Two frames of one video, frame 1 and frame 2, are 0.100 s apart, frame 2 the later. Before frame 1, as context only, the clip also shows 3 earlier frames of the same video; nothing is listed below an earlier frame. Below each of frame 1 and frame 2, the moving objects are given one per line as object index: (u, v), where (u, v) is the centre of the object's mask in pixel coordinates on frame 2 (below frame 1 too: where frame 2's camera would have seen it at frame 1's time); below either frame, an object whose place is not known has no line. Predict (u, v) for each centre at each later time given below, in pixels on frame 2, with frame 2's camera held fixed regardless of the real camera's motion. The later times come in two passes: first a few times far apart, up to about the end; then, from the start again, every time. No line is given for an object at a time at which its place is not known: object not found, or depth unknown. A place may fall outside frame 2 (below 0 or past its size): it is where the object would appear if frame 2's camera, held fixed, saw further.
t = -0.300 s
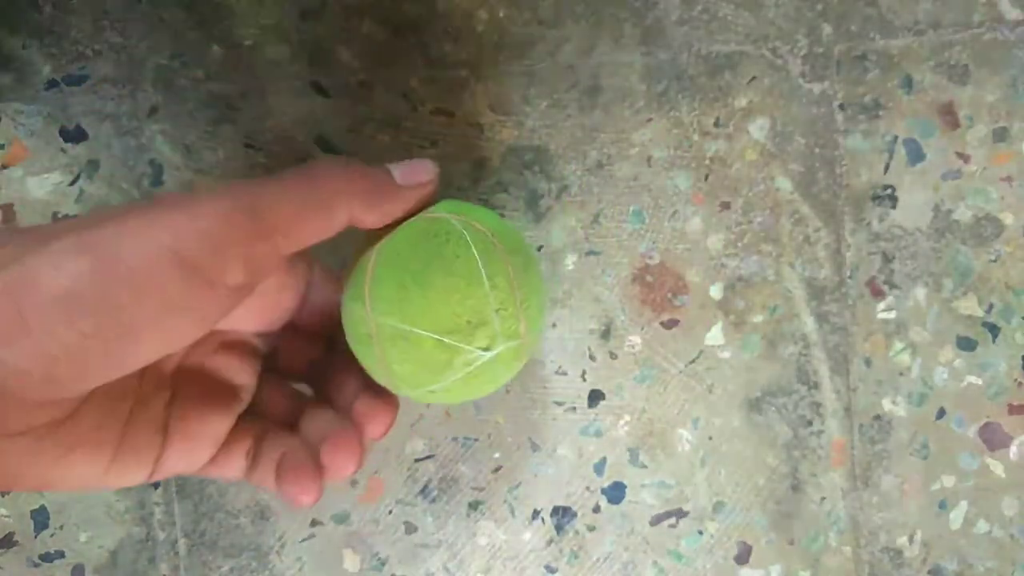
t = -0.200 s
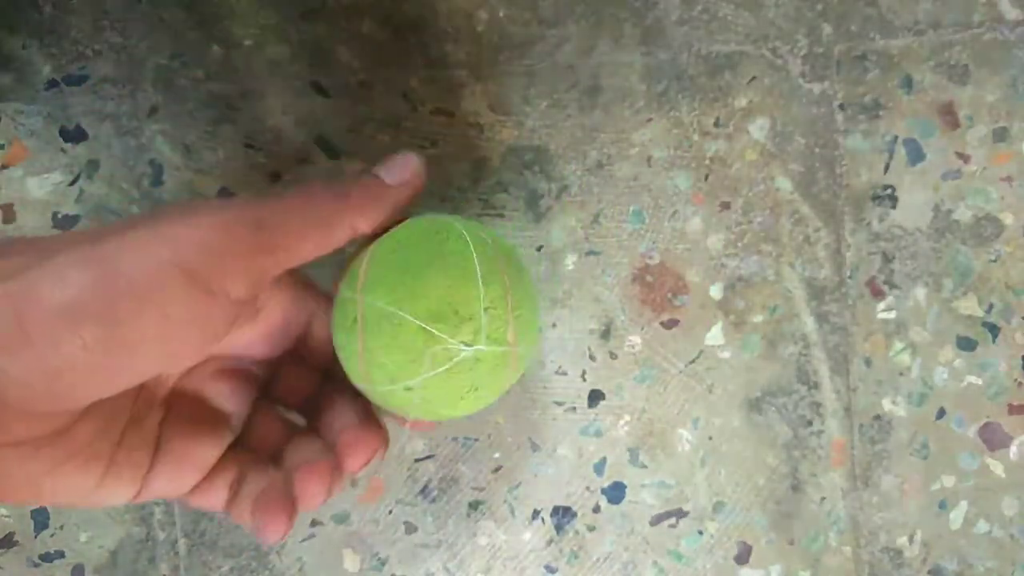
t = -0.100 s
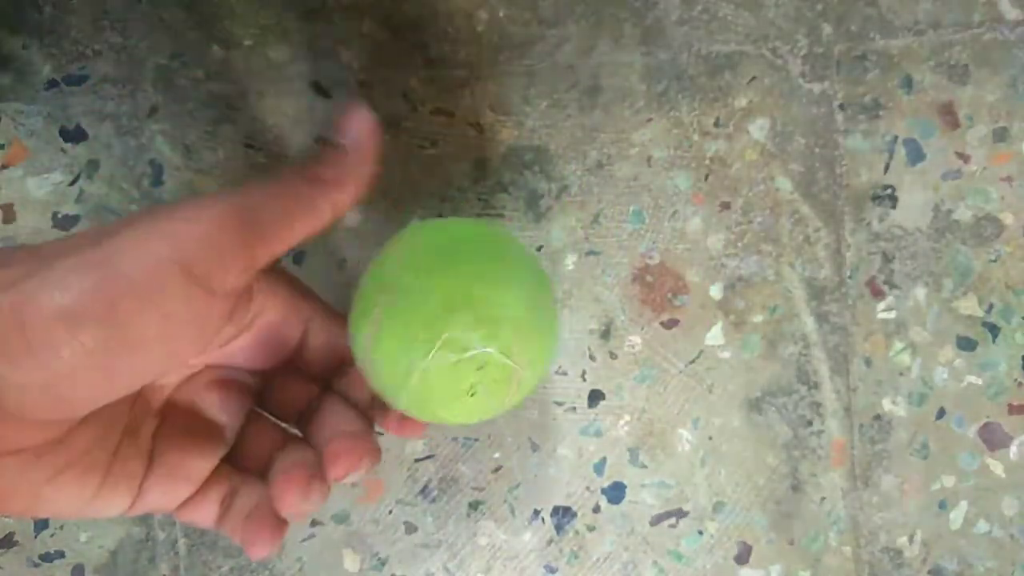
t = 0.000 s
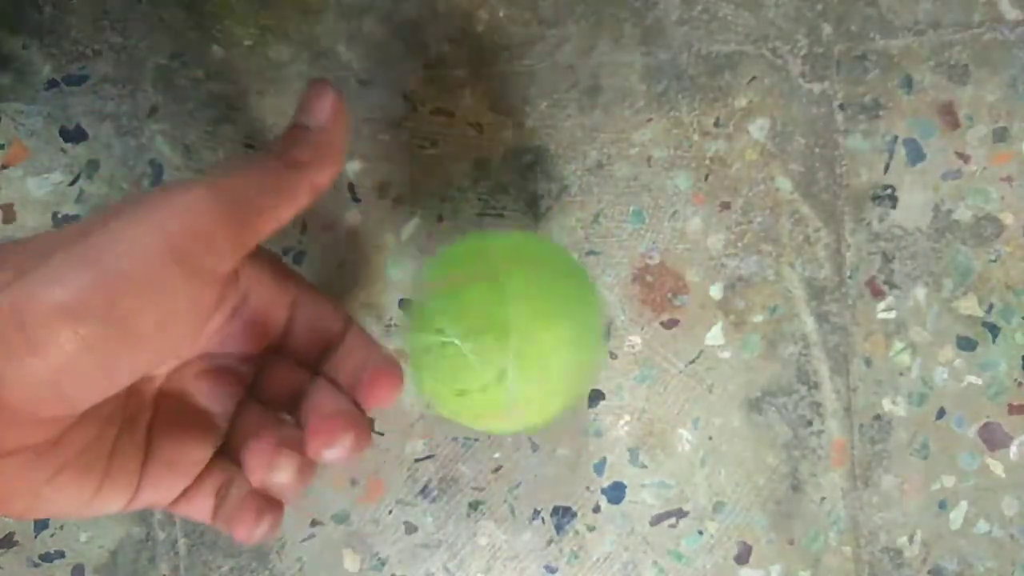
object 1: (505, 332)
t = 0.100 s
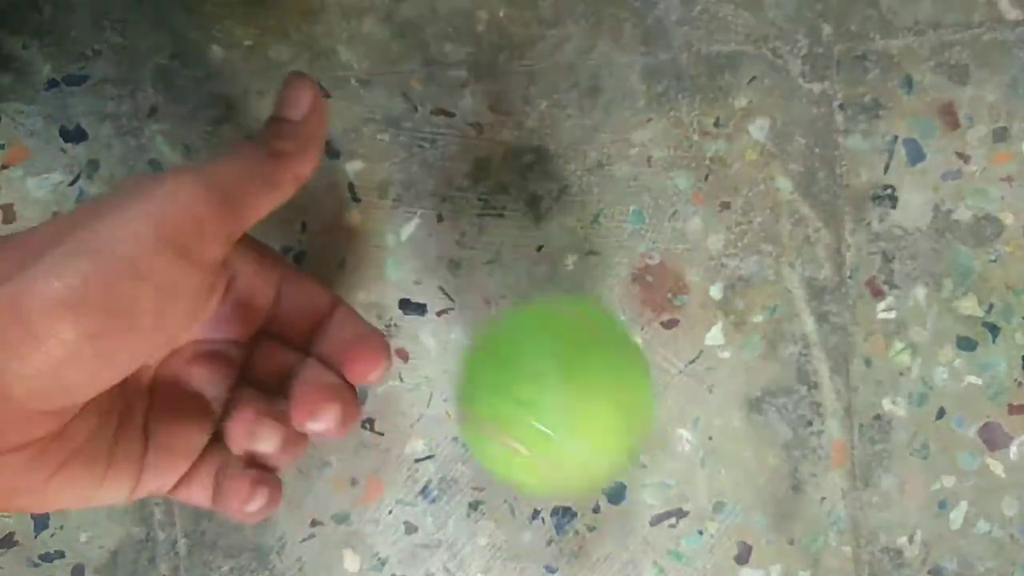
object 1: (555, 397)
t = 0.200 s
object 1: (575, 483)
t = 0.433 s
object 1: (529, 519)
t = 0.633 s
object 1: (527, 429)
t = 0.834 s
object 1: (582, 399)
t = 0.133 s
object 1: (567, 426)
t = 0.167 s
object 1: (572, 456)
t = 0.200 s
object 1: (575, 483)
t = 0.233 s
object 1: (573, 499)
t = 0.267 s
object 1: (571, 510)
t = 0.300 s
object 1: (565, 519)
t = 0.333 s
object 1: (558, 523)
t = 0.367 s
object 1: (550, 525)
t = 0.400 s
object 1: (538, 523)
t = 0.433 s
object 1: (529, 519)
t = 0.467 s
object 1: (522, 512)
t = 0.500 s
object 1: (517, 502)
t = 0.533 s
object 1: (515, 490)
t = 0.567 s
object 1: (516, 475)
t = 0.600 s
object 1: (520, 452)
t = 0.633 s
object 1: (527, 429)
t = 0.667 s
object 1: (536, 411)
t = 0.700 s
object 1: (547, 398)
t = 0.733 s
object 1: (557, 391)
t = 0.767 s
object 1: (567, 388)
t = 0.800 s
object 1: (576, 391)
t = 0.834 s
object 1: (582, 399)
